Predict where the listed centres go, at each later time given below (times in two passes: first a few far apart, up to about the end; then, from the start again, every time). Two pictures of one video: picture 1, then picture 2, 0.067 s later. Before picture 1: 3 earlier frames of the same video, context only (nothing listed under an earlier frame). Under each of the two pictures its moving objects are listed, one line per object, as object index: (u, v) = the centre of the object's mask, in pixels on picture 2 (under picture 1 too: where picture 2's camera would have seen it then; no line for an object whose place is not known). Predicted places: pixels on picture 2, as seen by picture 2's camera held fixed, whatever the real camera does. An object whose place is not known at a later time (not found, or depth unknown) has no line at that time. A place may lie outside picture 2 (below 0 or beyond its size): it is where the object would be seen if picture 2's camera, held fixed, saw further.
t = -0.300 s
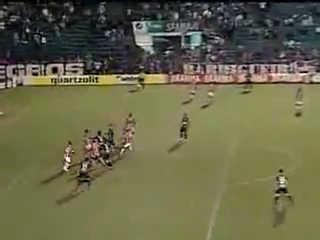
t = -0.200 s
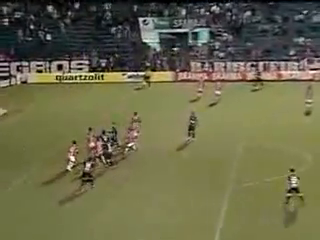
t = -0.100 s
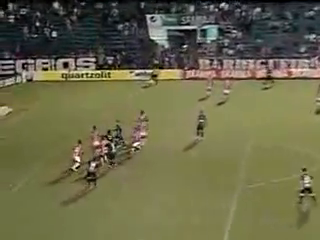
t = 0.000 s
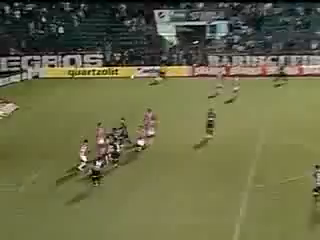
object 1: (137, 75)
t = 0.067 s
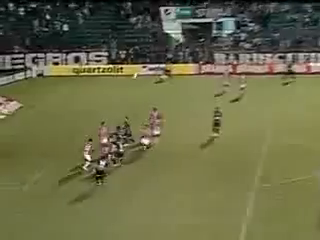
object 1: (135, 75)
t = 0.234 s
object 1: (128, 82)
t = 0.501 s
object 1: (115, 94)
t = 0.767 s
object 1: (103, 107)
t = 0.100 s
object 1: (133, 78)
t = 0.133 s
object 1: (132, 78)
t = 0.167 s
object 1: (129, 80)
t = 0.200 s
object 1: (128, 81)
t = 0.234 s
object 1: (128, 82)
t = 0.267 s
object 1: (125, 83)
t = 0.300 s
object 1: (125, 86)
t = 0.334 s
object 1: (123, 86)
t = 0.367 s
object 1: (121, 87)
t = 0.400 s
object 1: (120, 89)
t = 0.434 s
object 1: (119, 91)
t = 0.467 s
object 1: (117, 92)
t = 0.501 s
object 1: (115, 94)
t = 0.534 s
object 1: (114, 95)
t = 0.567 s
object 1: (112, 97)
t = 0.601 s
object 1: (111, 99)
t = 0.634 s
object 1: (110, 101)
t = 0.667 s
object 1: (108, 102)
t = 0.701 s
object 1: (107, 104)
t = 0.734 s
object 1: (105, 105)
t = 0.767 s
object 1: (103, 107)
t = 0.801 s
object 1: (101, 110)
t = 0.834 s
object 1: (100, 112)
